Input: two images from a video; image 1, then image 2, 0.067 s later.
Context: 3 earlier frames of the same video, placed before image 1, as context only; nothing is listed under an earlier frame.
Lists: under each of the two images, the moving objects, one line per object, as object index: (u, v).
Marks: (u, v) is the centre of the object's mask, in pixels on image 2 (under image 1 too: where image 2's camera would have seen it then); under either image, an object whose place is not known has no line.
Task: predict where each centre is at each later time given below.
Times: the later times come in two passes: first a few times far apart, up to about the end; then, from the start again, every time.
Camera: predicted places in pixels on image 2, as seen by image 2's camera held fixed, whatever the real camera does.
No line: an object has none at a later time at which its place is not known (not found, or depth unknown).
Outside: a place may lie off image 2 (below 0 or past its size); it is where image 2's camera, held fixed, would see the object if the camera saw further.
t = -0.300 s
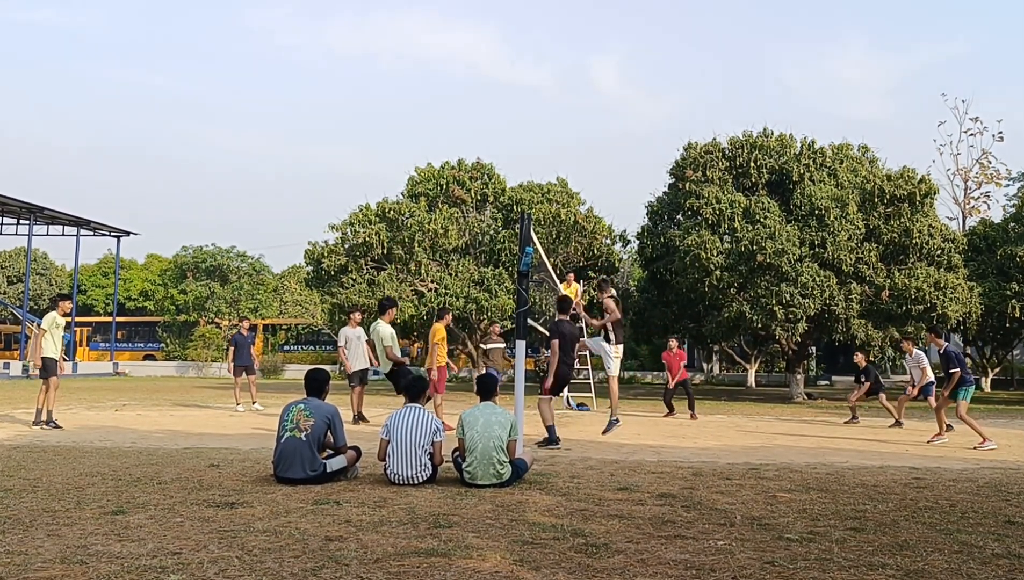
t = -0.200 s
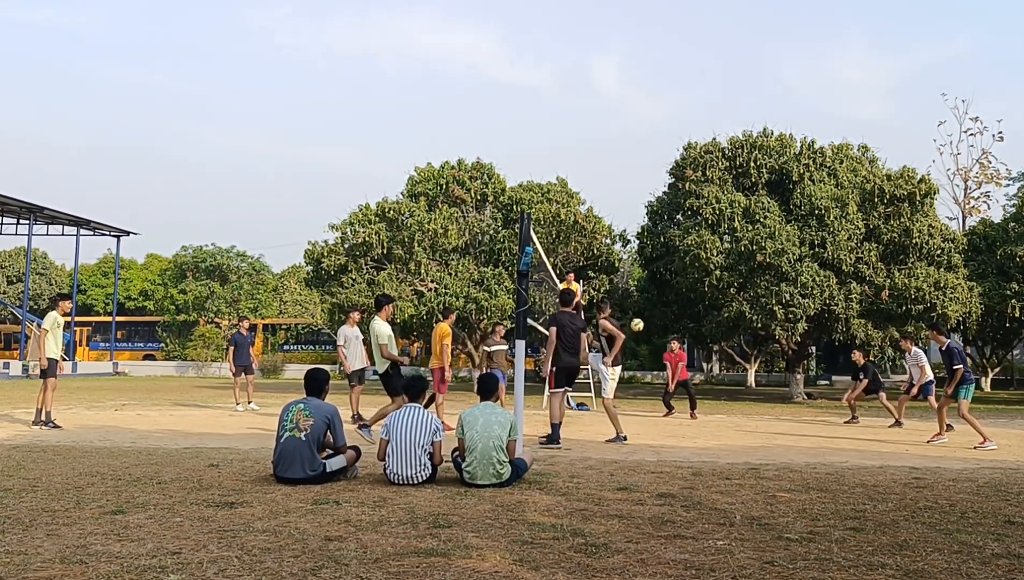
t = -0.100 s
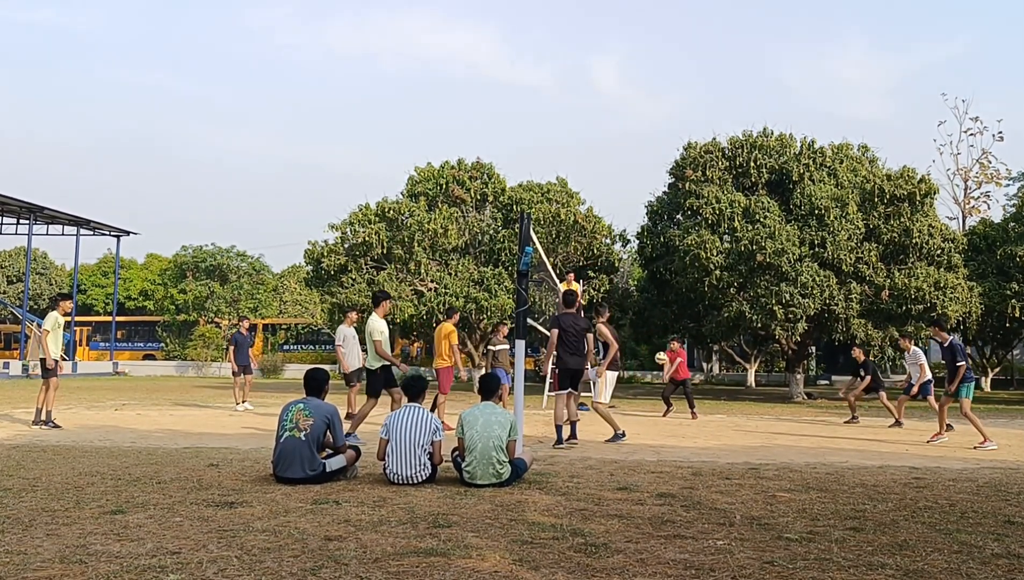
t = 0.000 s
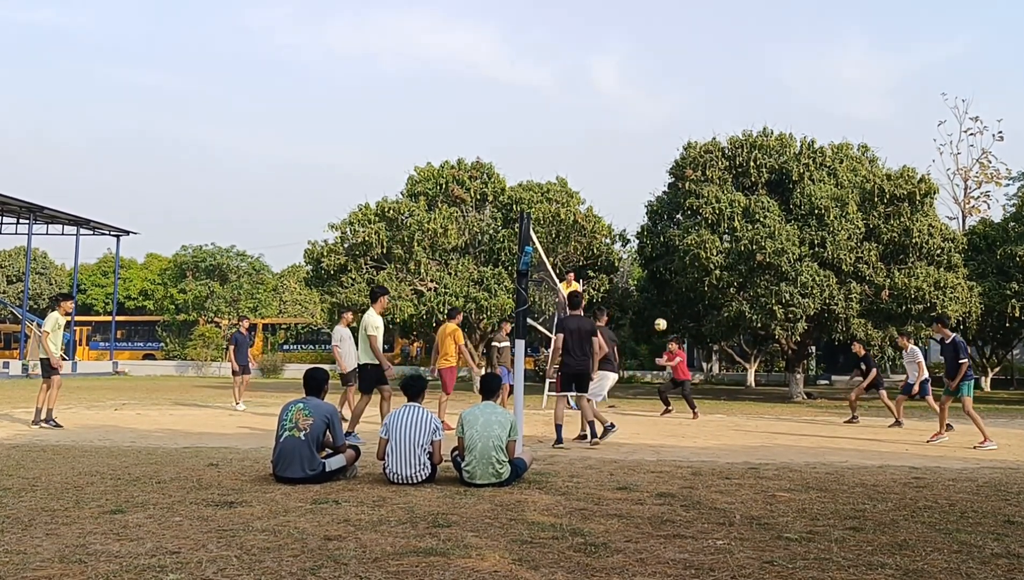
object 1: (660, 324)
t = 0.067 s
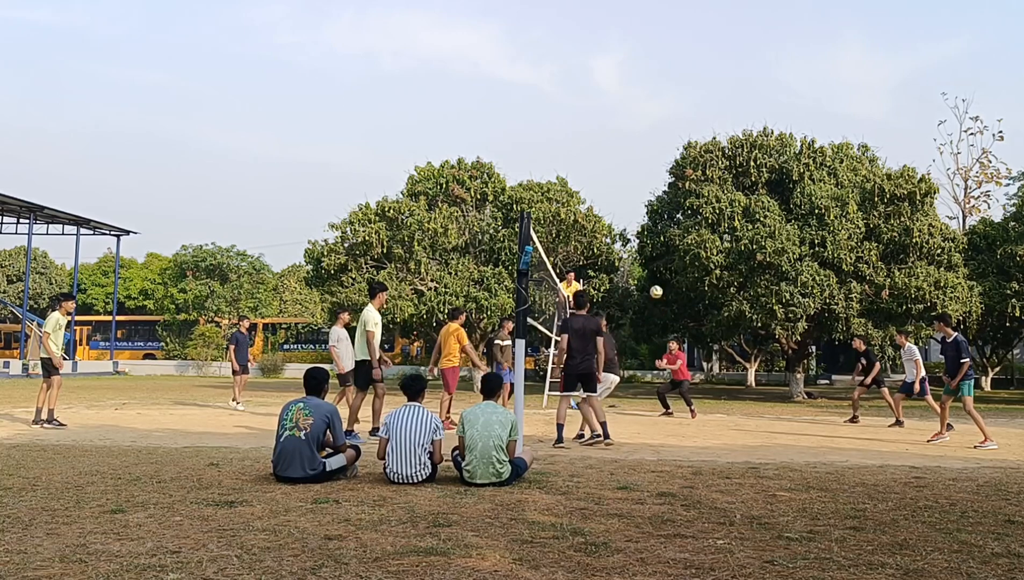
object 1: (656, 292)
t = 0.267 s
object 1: (642, 207)
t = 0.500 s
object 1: (626, 134)
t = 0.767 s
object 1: (607, 85)
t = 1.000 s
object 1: (589, 77)
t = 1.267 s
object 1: (567, 111)
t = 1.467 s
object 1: (548, 169)
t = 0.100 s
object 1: (654, 276)
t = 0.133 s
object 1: (651, 261)
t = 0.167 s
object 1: (649, 247)
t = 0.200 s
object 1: (647, 233)
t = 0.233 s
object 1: (645, 220)
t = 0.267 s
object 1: (642, 207)
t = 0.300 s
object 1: (640, 194)
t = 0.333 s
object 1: (637, 183)
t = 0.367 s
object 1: (635, 172)
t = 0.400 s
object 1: (633, 161)
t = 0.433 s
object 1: (631, 151)
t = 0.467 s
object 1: (629, 142)
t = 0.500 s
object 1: (626, 134)
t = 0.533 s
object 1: (624, 126)
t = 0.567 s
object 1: (622, 118)
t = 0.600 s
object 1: (619, 111)
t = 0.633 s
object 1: (617, 105)
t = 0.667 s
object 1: (614, 99)
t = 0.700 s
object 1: (612, 94)
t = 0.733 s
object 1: (610, 89)
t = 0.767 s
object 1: (607, 85)
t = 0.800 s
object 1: (604, 83)
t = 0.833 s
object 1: (602, 80)
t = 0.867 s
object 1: (600, 78)
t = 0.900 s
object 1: (597, 77)
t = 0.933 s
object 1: (595, 76)
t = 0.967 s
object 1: (592, 77)
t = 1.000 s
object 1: (589, 77)
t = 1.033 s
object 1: (587, 79)
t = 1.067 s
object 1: (584, 81)
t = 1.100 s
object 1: (582, 84)
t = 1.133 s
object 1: (579, 88)
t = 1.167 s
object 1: (576, 93)
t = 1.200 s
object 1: (573, 98)
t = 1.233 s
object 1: (570, 104)
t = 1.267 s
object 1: (567, 111)
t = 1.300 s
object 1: (564, 119)
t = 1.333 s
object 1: (561, 127)
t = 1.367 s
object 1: (558, 137)
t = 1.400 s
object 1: (554, 146)
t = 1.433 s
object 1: (551, 157)
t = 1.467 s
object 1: (548, 169)
